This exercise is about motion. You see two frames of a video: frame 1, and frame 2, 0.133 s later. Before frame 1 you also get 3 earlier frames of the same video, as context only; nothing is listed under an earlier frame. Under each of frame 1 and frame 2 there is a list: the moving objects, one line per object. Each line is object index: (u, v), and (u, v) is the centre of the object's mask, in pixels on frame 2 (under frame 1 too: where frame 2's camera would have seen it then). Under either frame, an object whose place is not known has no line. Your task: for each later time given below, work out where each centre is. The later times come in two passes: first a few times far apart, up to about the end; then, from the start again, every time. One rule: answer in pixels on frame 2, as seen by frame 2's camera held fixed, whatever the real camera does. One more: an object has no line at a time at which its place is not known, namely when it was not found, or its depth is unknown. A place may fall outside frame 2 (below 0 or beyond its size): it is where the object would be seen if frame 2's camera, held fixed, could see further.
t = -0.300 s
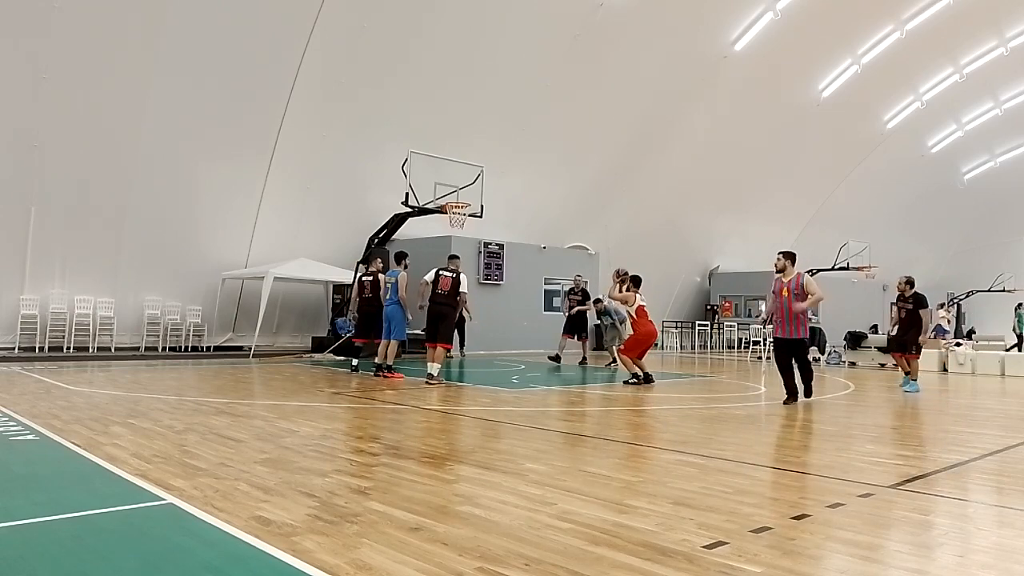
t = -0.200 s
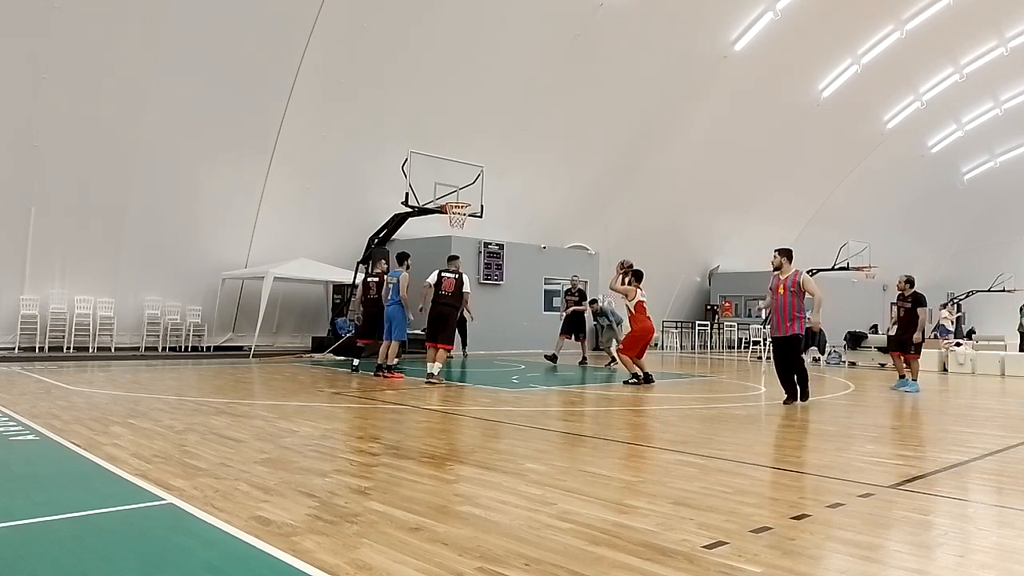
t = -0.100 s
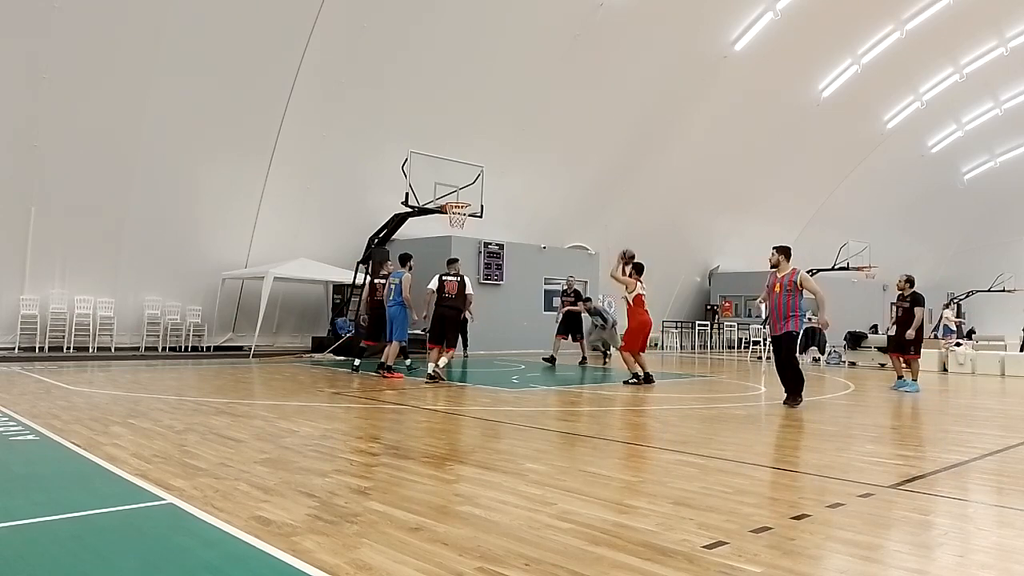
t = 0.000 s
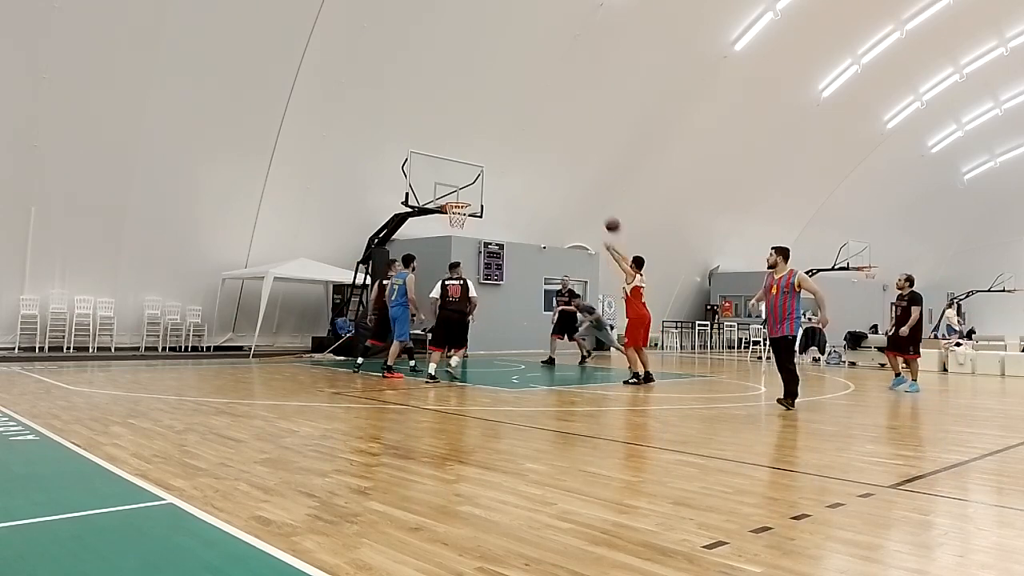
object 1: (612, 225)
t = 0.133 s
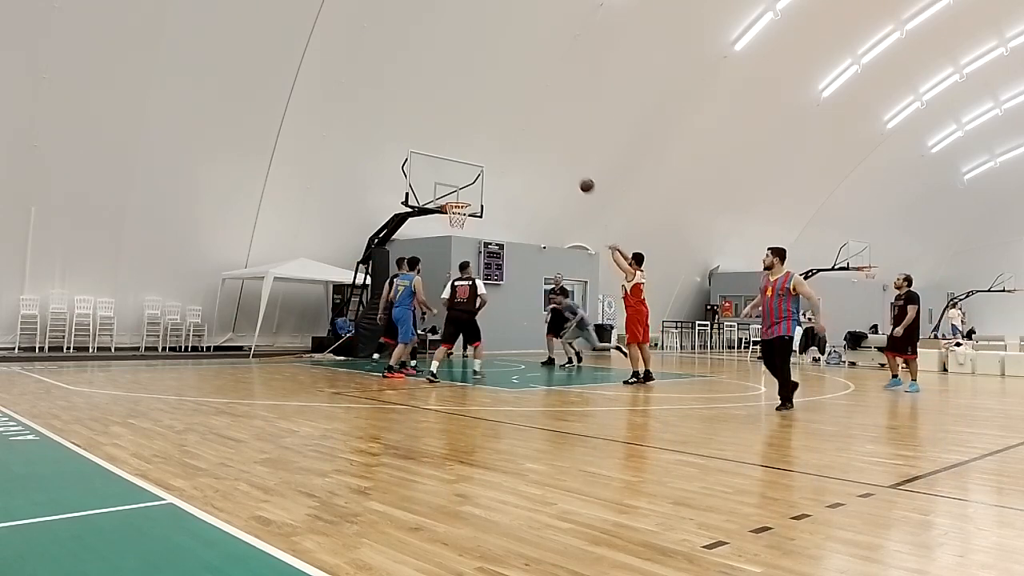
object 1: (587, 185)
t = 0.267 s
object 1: (562, 158)
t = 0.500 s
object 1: (524, 140)
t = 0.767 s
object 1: (485, 154)
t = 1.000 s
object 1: (455, 195)
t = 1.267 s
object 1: (492, 174)
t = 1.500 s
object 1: (532, 177)
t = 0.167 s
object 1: (580, 178)
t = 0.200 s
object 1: (574, 170)
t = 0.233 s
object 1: (568, 164)
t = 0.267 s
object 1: (562, 158)
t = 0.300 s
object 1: (557, 154)
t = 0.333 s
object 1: (551, 150)
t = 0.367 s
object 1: (546, 146)
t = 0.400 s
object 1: (540, 144)
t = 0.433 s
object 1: (535, 142)
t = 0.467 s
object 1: (530, 140)
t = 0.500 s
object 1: (524, 140)
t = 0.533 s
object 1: (519, 139)
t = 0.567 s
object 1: (514, 140)
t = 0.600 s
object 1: (509, 141)
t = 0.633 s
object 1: (504, 142)
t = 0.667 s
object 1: (500, 145)
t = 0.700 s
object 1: (495, 147)
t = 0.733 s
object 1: (490, 150)
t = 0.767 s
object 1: (485, 154)
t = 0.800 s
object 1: (481, 159)
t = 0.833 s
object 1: (476, 163)
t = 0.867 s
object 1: (472, 169)
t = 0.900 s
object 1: (467, 175)
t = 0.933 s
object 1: (463, 181)
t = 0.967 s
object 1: (459, 188)
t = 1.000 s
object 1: (455, 195)
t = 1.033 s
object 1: (454, 198)
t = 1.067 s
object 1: (459, 194)
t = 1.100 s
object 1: (465, 189)
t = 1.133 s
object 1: (470, 185)
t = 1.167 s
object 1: (475, 181)
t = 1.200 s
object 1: (481, 178)
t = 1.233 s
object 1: (487, 175)
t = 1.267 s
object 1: (492, 174)
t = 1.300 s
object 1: (498, 172)
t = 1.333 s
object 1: (503, 172)
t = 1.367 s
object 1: (509, 171)
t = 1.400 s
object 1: (514, 172)
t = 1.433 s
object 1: (520, 173)
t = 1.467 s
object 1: (526, 174)
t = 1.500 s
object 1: (532, 177)
